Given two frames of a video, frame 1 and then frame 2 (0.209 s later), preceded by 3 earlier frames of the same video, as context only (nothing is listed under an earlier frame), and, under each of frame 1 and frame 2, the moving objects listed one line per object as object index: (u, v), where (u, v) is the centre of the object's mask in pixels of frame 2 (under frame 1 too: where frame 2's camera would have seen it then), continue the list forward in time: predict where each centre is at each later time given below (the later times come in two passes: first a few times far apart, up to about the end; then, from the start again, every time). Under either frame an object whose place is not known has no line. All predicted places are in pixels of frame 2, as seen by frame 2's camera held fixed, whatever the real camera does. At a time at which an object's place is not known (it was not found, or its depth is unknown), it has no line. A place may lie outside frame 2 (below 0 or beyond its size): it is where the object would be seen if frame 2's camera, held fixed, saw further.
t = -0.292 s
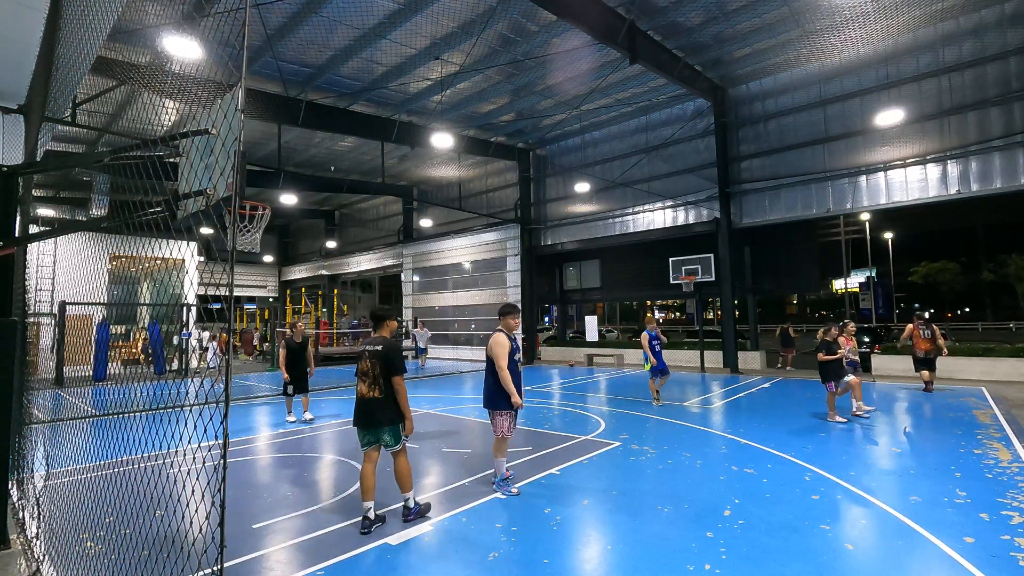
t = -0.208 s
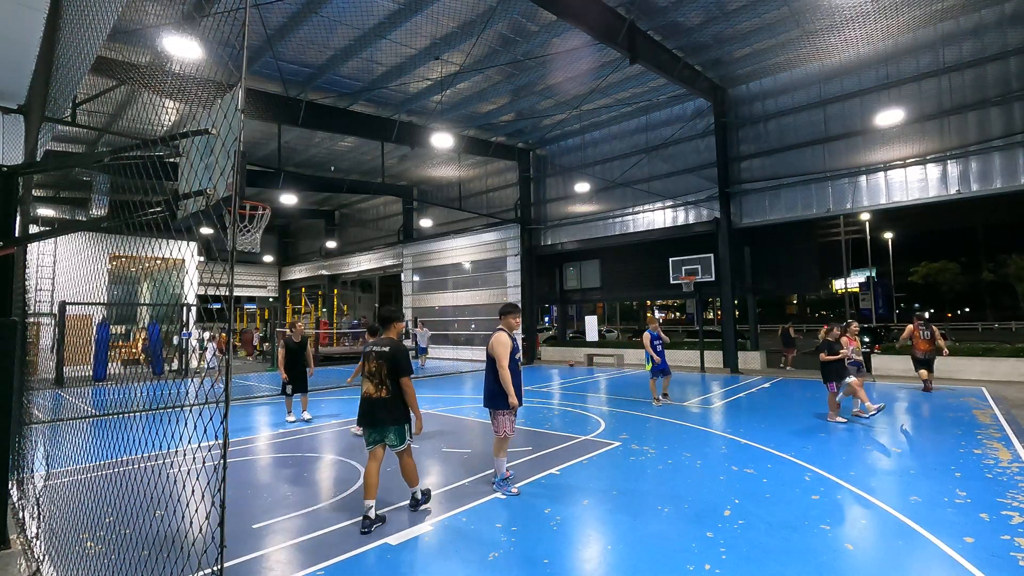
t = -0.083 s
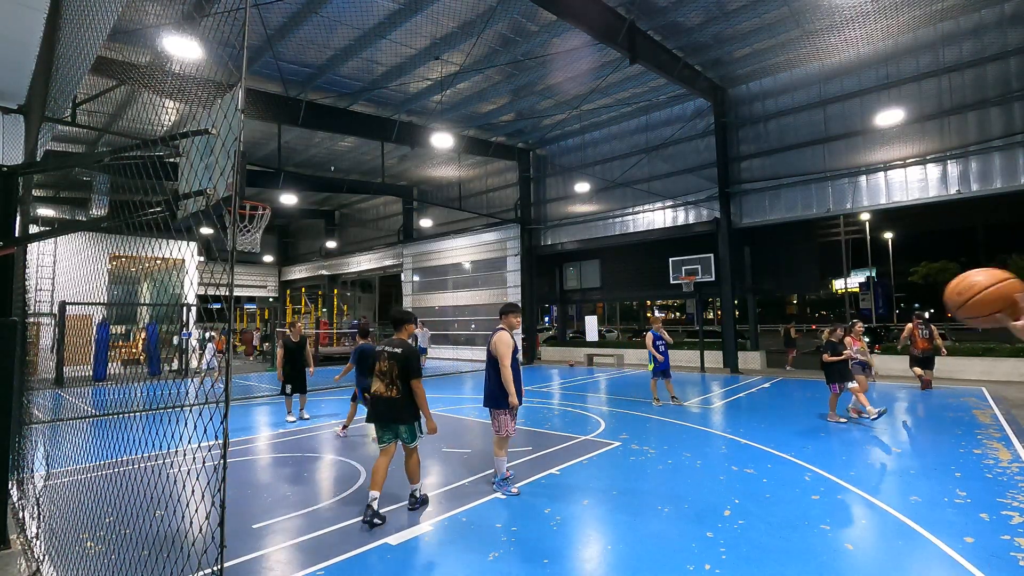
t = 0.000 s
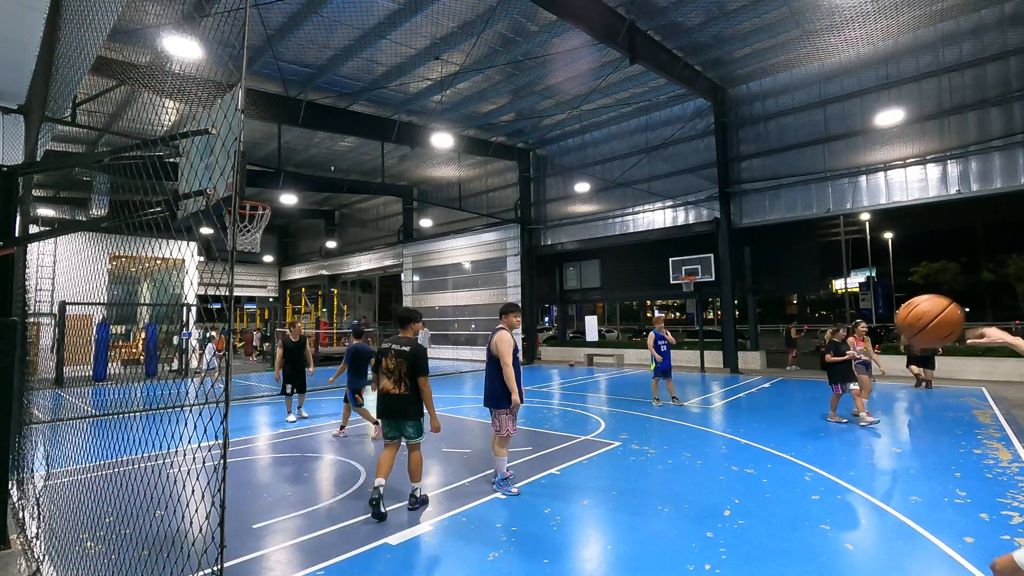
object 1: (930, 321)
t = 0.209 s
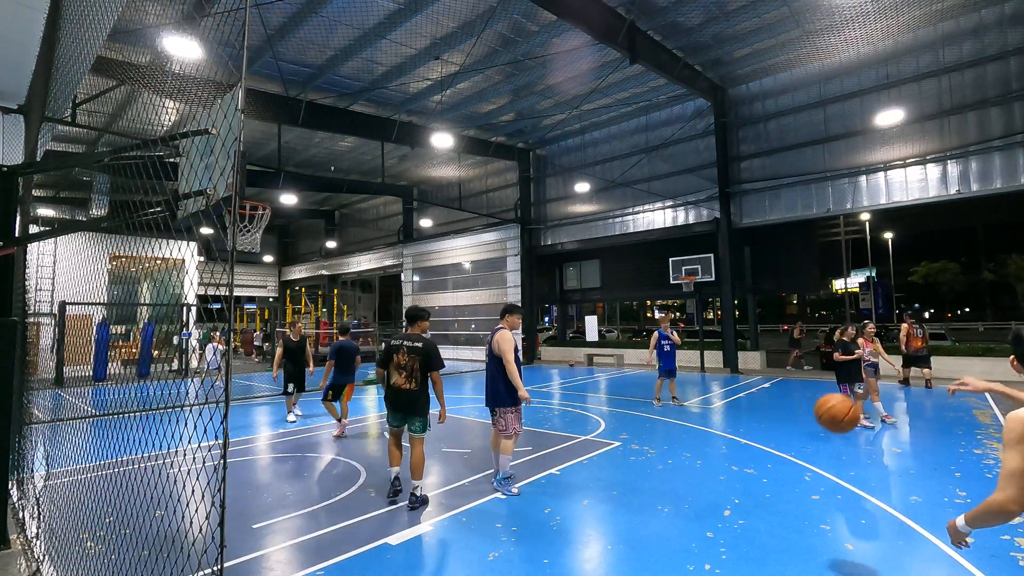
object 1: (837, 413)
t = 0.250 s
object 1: (824, 434)
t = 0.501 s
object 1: (773, 467)
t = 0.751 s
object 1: (744, 372)
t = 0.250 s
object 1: (824, 434)
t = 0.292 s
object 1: (813, 455)
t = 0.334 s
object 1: (803, 477)
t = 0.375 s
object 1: (794, 499)
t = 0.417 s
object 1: (785, 522)
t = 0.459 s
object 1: (779, 492)
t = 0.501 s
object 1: (773, 467)
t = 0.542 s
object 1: (767, 445)
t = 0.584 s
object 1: (762, 425)
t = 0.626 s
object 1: (757, 408)
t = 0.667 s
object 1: (753, 394)
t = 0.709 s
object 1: (748, 382)
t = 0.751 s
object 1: (744, 372)
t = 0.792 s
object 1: (741, 365)
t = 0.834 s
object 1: (737, 360)
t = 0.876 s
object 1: (734, 357)
